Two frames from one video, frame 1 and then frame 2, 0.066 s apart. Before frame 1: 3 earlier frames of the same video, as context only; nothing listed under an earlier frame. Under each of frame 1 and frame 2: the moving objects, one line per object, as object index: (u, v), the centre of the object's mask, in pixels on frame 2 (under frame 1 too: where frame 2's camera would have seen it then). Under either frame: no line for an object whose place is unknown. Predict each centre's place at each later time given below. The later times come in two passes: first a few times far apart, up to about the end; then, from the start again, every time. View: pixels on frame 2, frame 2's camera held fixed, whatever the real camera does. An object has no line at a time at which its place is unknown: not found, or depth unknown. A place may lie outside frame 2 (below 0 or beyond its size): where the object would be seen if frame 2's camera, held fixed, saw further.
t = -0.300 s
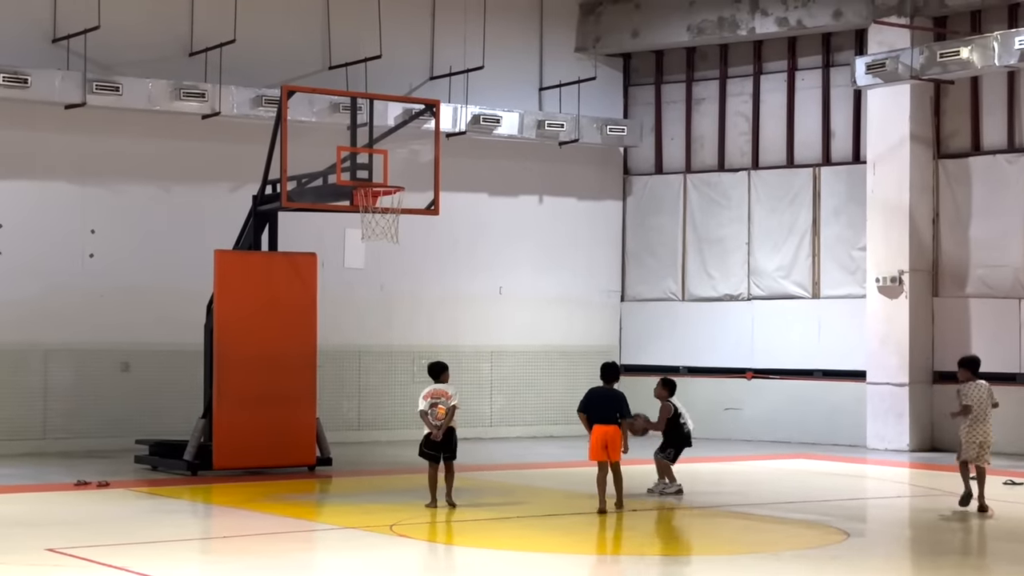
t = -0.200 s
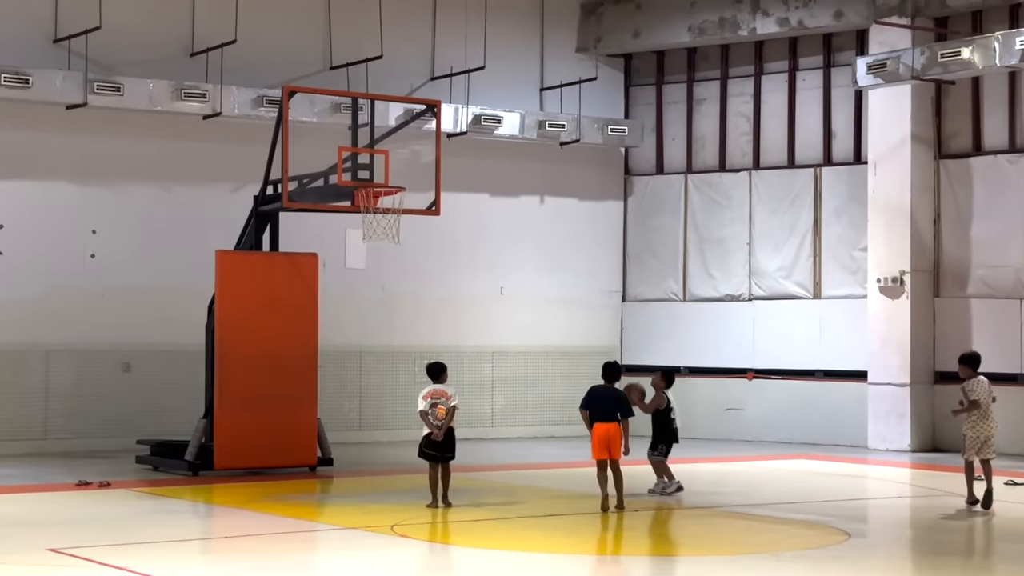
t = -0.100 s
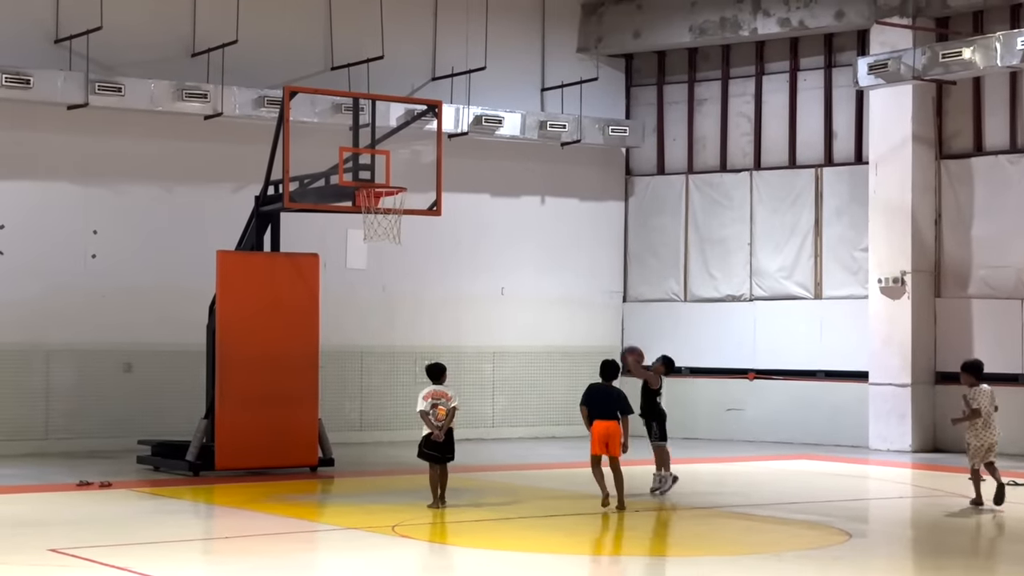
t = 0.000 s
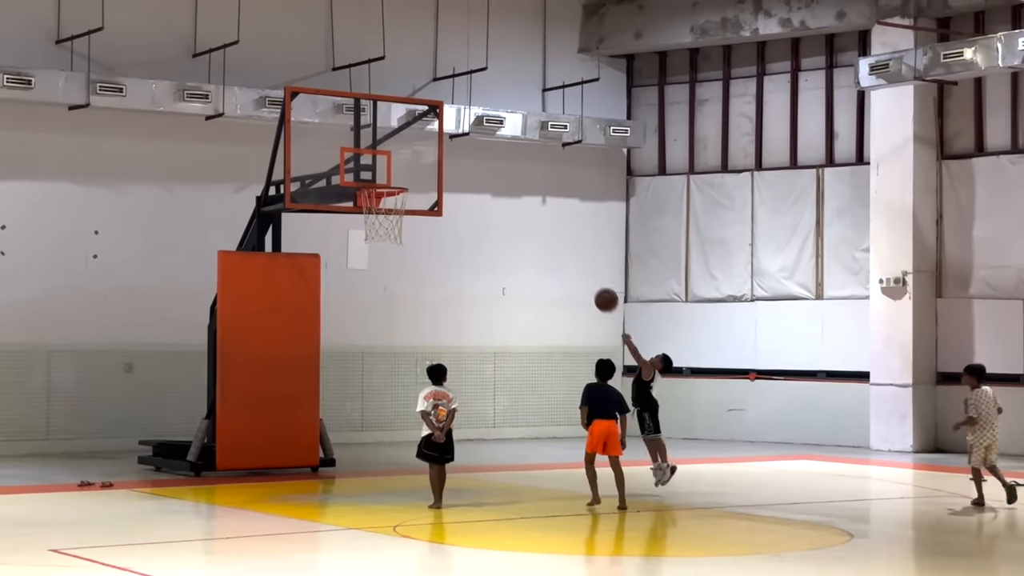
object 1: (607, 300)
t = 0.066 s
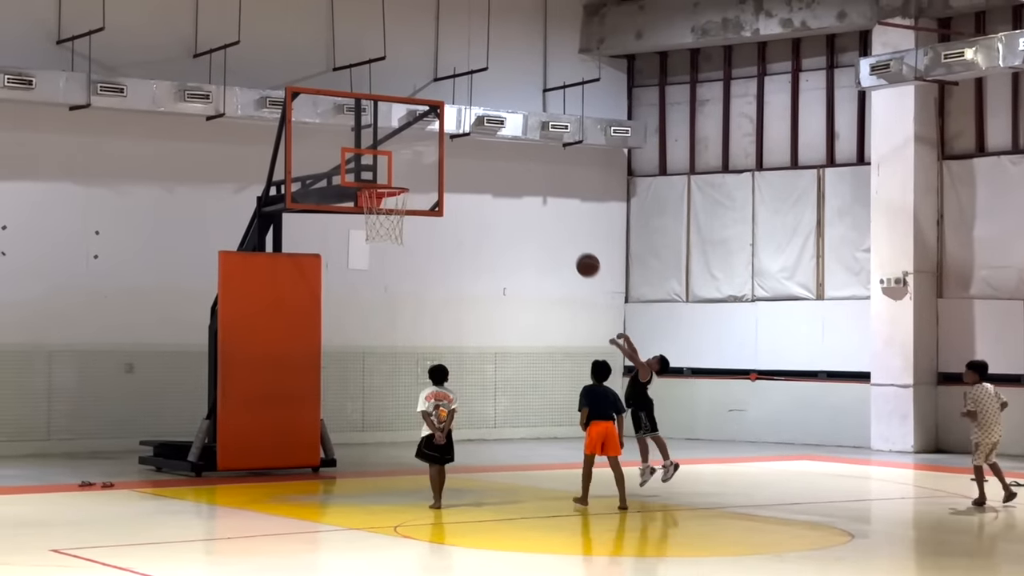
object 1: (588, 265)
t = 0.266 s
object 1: (531, 186)
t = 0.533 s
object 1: (457, 142)
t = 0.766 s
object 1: (392, 158)
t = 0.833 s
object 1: (373, 172)
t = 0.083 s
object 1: (583, 257)
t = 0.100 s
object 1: (578, 249)
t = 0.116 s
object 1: (573, 242)
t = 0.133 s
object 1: (569, 234)
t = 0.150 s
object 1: (564, 227)
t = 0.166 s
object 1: (559, 220)
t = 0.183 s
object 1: (554, 214)
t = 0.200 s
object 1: (550, 208)
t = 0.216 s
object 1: (545, 202)
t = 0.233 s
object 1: (540, 196)
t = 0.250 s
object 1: (536, 191)
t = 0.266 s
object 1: (531, 186)
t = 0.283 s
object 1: (526, 181)
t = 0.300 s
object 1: (521, 177)
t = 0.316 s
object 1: (517, 173)
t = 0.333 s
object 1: (512, 169)
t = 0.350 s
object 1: (507, 165)
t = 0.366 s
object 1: (503, 161)
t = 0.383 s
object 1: (498, 158)
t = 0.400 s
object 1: (493, 155)
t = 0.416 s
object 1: (489, 153)
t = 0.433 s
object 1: (484, 150)
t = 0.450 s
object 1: (480, 148)
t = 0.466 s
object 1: (475, 146)
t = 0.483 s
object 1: (471, 145)
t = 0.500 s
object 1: (466, 144)
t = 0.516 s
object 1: (461, 143)
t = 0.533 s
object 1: (457, 142)
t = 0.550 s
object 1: (453, 141)
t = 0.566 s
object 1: (448, 141)
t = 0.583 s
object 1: (443, 141)
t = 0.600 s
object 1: (438, 142)
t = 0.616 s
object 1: (433, 142)
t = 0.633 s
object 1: (428, 143)
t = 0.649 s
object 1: (424, 143)
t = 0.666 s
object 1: (419, 145)
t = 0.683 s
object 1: (415, 147)
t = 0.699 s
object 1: (410, 148)
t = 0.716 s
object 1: (406, 150)
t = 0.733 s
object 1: (401, 153)
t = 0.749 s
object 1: (397, 155)
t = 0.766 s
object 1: (392, 158)
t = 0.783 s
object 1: (387, 161)
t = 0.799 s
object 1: (384, 165)
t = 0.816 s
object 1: (378, 168)
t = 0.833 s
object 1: (373, 172)
